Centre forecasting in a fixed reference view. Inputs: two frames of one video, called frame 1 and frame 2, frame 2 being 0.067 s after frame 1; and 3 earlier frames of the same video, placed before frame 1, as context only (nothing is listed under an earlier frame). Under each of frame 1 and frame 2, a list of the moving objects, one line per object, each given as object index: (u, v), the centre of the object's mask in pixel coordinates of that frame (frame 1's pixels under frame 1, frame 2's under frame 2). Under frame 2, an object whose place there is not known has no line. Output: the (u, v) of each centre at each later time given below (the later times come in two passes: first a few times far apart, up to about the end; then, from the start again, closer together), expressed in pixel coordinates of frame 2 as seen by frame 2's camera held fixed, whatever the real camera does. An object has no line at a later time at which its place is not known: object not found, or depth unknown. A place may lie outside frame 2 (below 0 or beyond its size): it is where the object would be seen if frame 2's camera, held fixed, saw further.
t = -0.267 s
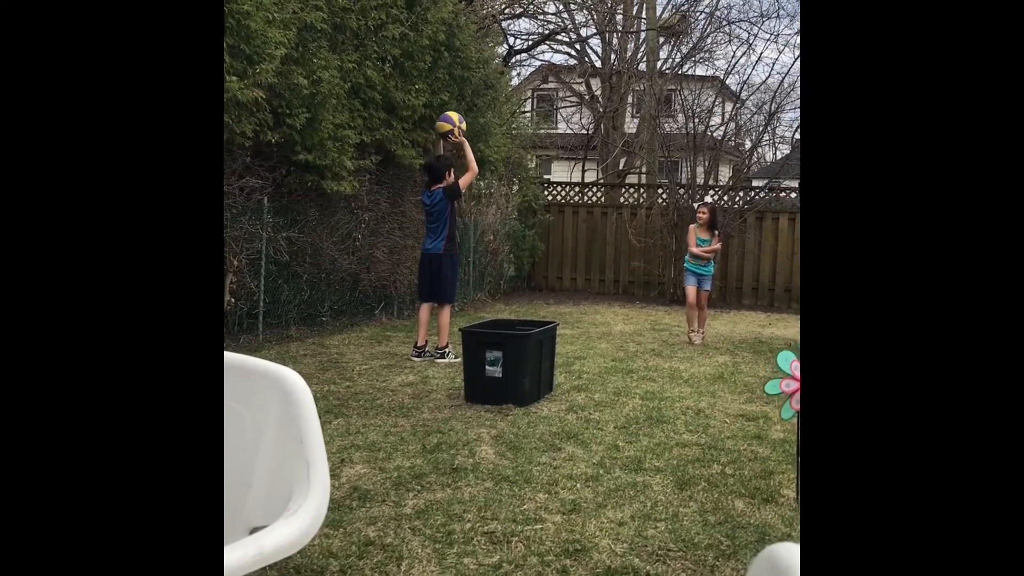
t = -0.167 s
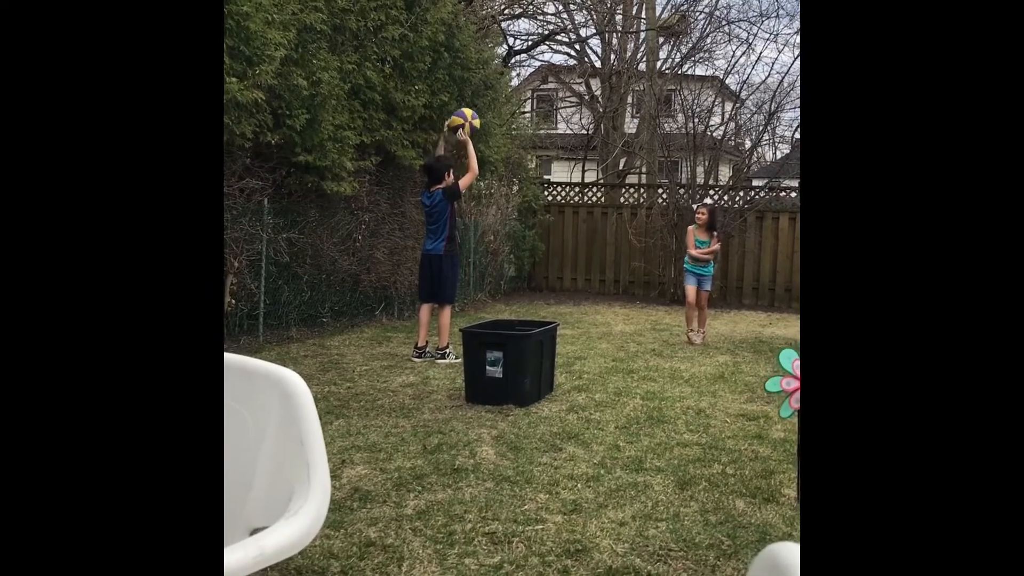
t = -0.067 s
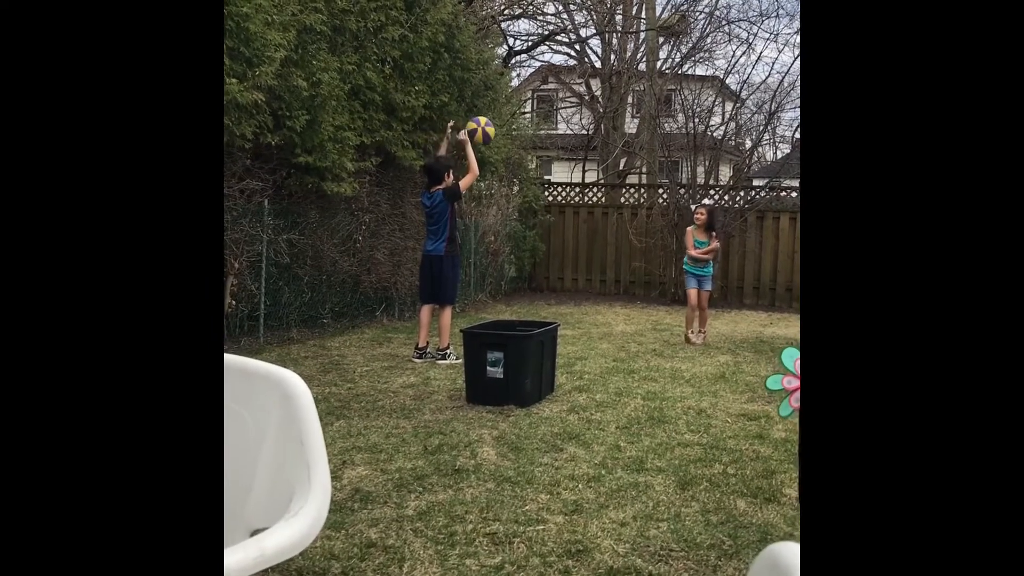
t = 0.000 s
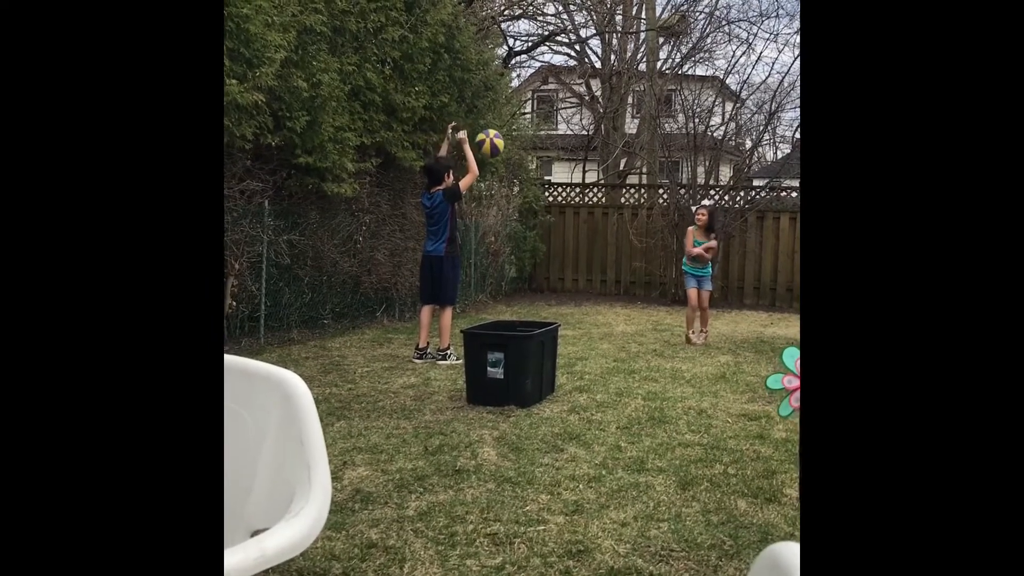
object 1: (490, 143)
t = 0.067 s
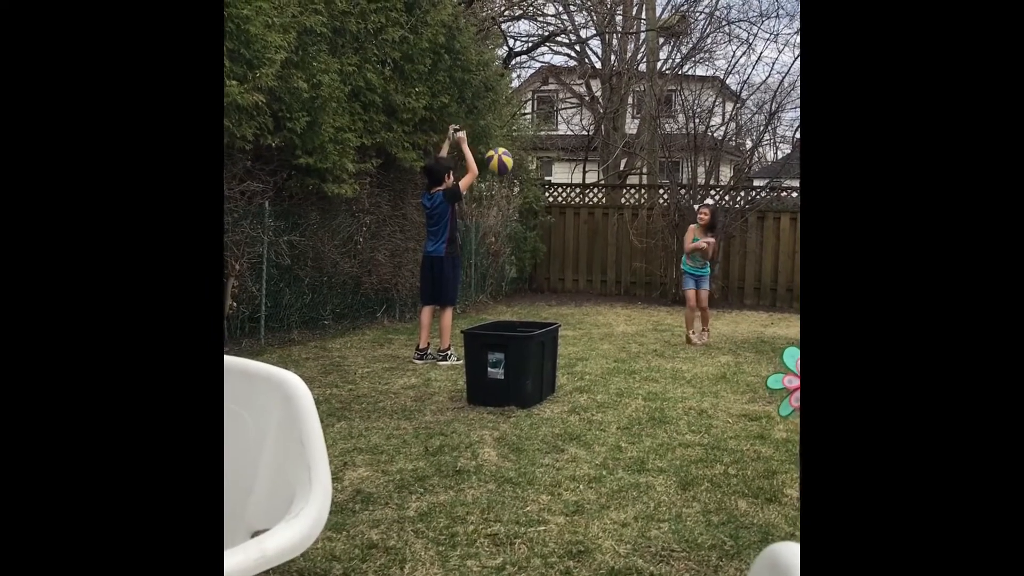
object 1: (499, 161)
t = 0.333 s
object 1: (531, 281)
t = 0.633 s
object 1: (562, 281)
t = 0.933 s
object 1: (589, 268)
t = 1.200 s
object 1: (608, 335)
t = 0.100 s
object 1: (503, 172)
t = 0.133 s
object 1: (508, 185)
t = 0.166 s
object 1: (512, 198)
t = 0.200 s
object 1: (516, 212)
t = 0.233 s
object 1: (520, 227)
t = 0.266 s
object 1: (524, 244)
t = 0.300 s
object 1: (527, 262)
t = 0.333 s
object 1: (531, 281)
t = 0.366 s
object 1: (535, 301)
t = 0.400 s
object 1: (539, 316)
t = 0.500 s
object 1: (549, 316)
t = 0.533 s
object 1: (552, 309)
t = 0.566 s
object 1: (556, 296)
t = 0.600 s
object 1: (559, 289)
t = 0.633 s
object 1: (562, 281)
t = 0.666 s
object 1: (565, 274)
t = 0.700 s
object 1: (569, 269)
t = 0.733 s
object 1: (572, 264)
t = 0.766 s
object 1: (575, 262)
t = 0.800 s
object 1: (578, 261)
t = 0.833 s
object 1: (581, 261)
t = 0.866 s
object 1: (584, 261)
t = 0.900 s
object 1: (586, 264)
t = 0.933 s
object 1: (589, 268)
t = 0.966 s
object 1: (591, 272)
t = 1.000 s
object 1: (594, 278)
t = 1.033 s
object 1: (596, 284)
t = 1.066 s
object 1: (598, 292)
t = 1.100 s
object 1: (601, 303)
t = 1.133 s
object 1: (603, 313)
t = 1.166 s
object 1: (605, 325)
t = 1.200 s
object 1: (608, 335)
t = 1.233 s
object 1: (612, 329)
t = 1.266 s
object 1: (617, 323)
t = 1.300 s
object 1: (622, 319)
